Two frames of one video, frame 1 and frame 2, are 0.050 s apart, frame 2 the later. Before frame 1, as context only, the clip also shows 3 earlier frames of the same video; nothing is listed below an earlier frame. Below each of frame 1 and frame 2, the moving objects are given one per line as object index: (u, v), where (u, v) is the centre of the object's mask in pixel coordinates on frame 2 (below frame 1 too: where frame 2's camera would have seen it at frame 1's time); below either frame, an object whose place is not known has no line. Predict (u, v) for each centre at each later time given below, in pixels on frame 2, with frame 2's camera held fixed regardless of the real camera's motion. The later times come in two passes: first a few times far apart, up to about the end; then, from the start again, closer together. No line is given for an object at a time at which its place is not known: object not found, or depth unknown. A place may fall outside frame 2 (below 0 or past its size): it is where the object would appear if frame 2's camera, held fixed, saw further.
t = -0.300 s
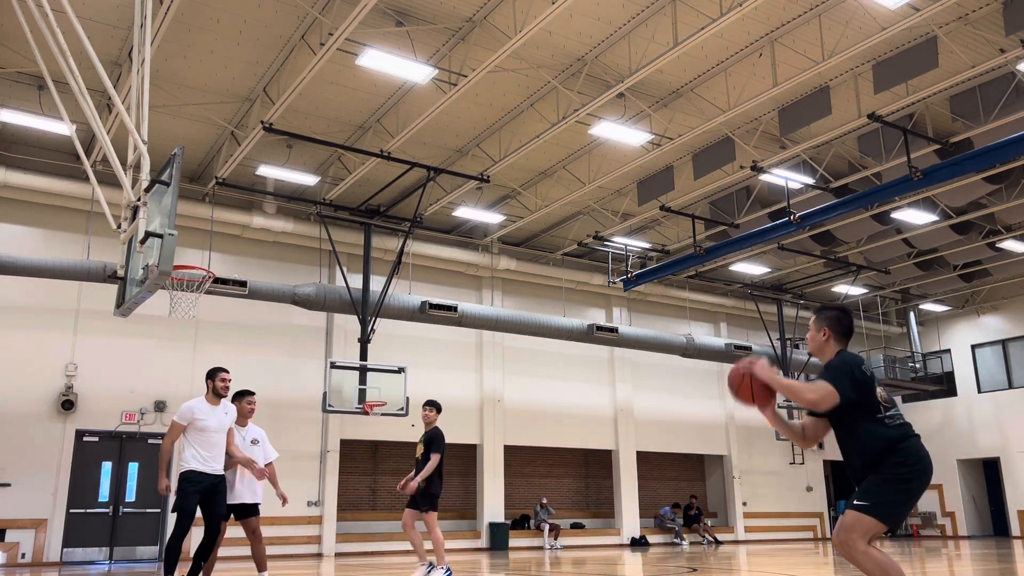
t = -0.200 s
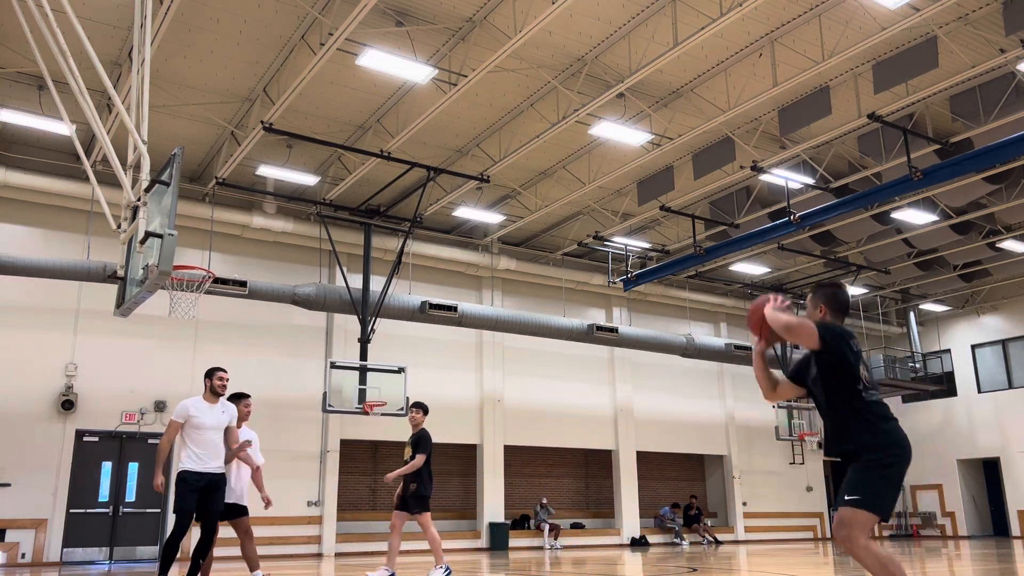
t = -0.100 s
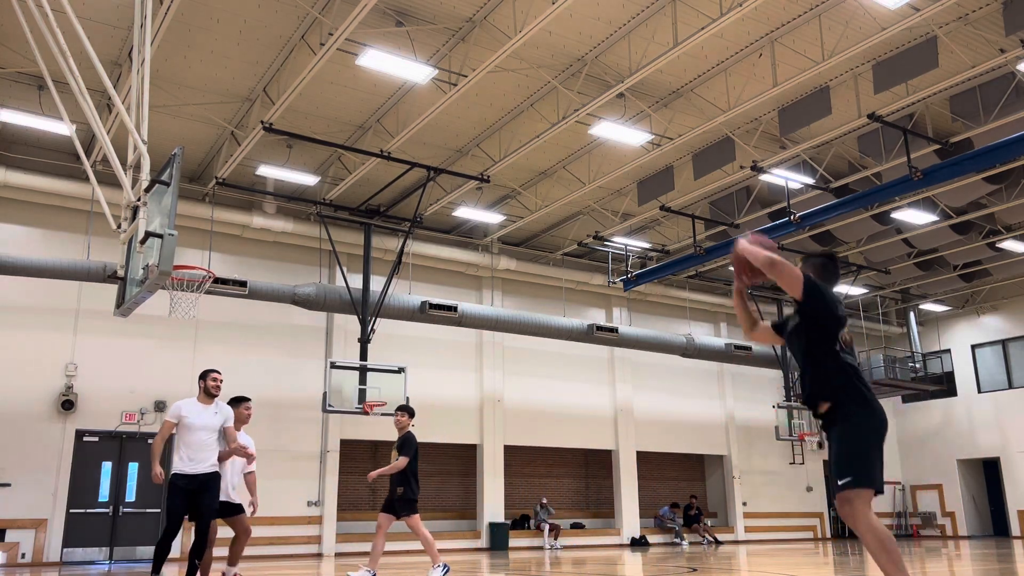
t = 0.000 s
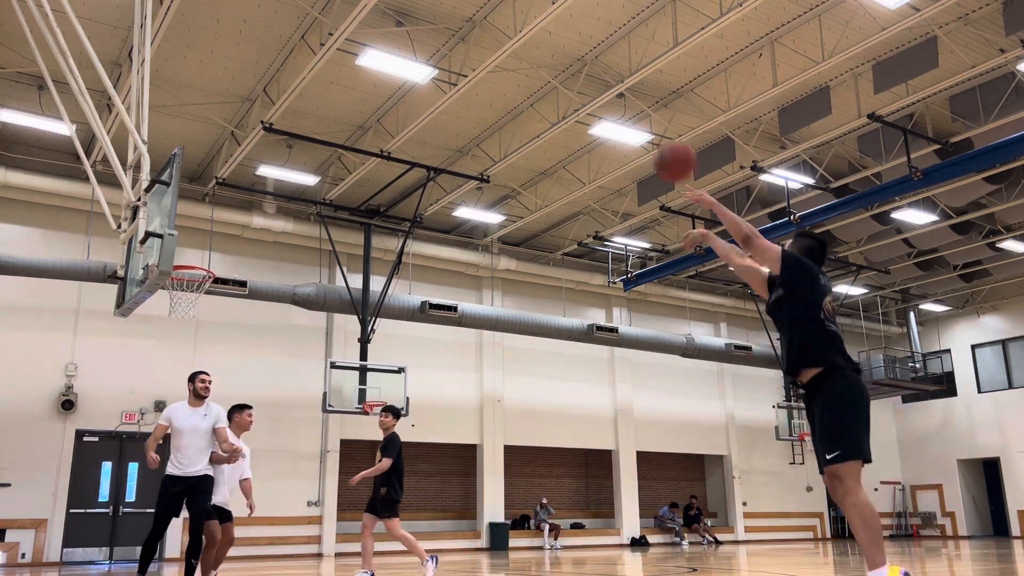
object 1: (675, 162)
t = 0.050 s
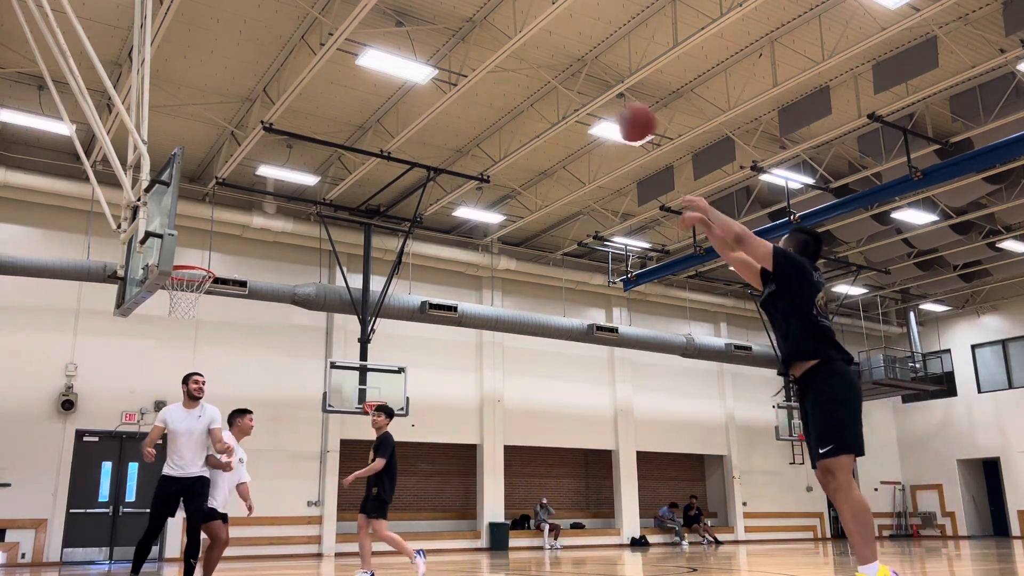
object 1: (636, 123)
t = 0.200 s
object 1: (542, 50)
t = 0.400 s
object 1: (445, 13)
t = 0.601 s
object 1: (369, 23)
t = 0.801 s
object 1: (304, 69)
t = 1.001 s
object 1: (246, 144)
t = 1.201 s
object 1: (191, 247)
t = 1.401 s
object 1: (201, 236)
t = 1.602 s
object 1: (194, 195)
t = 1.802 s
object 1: (187, 189)
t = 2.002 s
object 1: (182, 220)
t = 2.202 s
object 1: (179, 284)
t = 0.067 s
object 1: (626, 112)
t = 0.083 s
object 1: (613, 104)
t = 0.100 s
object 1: (603, 94)
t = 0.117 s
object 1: (590, 85)
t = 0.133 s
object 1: (580, 78)
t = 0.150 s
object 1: (570, 69)
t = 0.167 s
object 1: (561, 63)
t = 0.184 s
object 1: (551, 56)
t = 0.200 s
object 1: (542, 50)
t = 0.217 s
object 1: (532, 44)
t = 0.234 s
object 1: (524, 40)
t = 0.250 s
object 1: (515, 35)
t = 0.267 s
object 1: (506, 31)
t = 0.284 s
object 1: (499, 27)
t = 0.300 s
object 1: (490, 24)
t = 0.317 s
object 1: (483, 21)
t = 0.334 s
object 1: (475, 18)
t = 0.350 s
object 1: (468, 16)
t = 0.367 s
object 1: (460, 15)
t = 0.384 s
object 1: (453, 14)
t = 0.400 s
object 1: (445, 13)
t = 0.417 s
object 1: (439, 12)
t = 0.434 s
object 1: (432, 12)
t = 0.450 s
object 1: (425, 12)
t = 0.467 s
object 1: (418, 12)
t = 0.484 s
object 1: (412, 12)
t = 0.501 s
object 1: (405, 13)
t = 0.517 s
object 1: (398, 13)
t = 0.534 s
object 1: (393, 15)
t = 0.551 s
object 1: (387, 16)
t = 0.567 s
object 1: (380, 18)
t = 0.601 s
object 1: (369, 23)
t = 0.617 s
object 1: (363, 25)
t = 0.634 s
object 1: (356, 28)
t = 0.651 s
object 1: (352, 31)
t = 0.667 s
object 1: (345, 34)
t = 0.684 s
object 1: (340, 37)
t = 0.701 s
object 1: (335, 41)
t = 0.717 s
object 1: (329, 46)
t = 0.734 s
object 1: (324, 49)
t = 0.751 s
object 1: (319, 54)
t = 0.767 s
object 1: (314, 59)
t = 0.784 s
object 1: (309, 63)
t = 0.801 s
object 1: (304, 69)
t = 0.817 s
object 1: (298, 73)
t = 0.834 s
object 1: (294, 79)
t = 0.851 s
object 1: (288, 84)
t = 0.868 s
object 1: (285, 90)
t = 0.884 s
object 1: (279, 96)
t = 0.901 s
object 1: (274, 102)
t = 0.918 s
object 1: (269, 108)
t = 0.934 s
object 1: (265, 115)
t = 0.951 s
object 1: (260, 122)
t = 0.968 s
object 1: (255, 129)
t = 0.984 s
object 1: (251, 136)
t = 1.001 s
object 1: (246, 144)
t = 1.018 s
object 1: (241, 151)
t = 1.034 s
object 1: (236, 158)
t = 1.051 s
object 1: (231, 166)
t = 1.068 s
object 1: (227, 175)
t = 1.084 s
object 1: (222, 183)
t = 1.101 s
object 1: (218, 191)
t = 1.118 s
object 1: (213, 200)
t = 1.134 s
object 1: (209, 209)
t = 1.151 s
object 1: (204, 217)
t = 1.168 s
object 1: (200, 228)
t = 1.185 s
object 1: (195, 237)
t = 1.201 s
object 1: (191, 247)
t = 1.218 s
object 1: (187, 256)
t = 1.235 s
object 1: (184, 265)
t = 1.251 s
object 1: (183, 271)
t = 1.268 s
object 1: (186, 270)
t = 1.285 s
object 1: (193, 268)
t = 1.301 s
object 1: (200, 267)
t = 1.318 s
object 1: (203, 261)
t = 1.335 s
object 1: (202, 257)
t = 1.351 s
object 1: (201, 251)
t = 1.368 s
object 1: (201, 247)
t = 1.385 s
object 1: (201, 241)
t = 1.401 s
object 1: (201, 236)
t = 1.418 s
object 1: (200, 231)
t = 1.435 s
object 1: (199, 227)
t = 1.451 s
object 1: (199, 222)
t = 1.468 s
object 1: (198, 218)
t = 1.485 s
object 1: (198, 214)
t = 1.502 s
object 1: (197, 211)
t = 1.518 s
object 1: (197, 207)
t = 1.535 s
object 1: (196, 204)
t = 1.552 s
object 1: (196, 201)
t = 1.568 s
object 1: (195, 199)
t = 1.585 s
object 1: (195, 197)
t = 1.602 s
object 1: (194, 195)
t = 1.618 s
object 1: (193, 193)
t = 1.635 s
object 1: (192, 191)
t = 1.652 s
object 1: (192, 190)
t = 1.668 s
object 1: (192, 189)
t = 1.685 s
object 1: (191, 189)
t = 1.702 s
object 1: (191, 188)
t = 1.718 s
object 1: (190, 188)
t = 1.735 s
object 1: (189, 188)
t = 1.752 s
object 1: (189, 187)
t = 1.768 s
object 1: (187, 188)
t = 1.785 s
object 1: (187, 189)
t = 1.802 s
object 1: (187, 189)
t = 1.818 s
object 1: (187, 191)
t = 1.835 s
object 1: (186, 192)
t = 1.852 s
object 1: (185, 194)
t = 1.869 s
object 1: (185, 196)
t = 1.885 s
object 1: (184, 199)
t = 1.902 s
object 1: (184, 201)
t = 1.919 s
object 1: (182, 204)
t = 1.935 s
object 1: (182, 208)
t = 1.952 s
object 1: (181, 211)
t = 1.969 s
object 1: (181, 214)
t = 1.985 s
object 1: (181, 217)
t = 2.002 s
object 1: (182, 220)
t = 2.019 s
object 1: (182, 224)
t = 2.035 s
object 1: (182, 228)
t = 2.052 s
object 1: (182, 233)
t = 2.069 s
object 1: (182, 238)
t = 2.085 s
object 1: (183, 243)
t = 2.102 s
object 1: (182, 248)
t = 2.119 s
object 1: (182, 253)
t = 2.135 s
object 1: (182, 259)
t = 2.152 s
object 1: (182, 265)
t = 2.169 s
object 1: (181, 271)
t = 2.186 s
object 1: (180, 278)
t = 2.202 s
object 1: (179, 284)
